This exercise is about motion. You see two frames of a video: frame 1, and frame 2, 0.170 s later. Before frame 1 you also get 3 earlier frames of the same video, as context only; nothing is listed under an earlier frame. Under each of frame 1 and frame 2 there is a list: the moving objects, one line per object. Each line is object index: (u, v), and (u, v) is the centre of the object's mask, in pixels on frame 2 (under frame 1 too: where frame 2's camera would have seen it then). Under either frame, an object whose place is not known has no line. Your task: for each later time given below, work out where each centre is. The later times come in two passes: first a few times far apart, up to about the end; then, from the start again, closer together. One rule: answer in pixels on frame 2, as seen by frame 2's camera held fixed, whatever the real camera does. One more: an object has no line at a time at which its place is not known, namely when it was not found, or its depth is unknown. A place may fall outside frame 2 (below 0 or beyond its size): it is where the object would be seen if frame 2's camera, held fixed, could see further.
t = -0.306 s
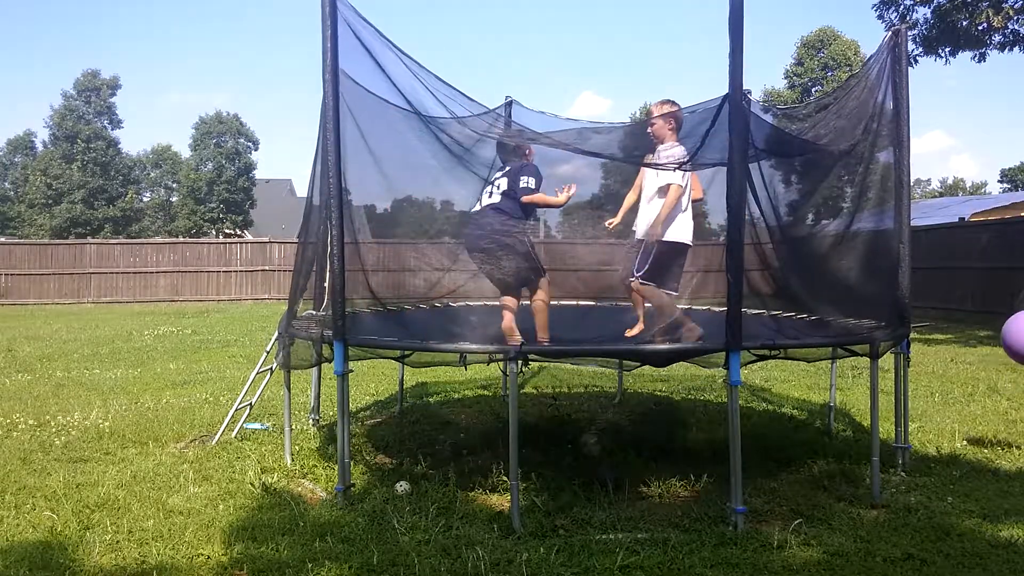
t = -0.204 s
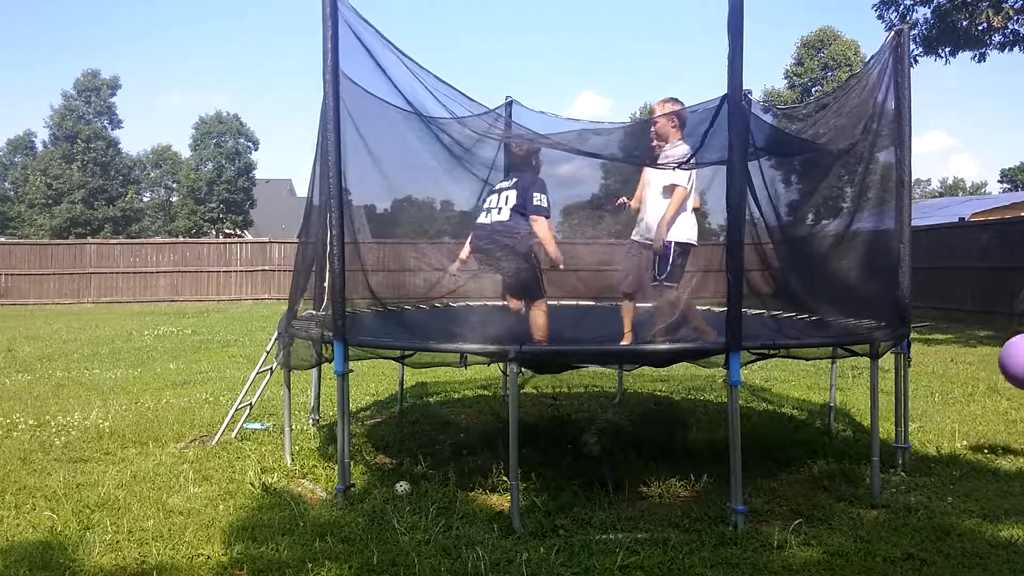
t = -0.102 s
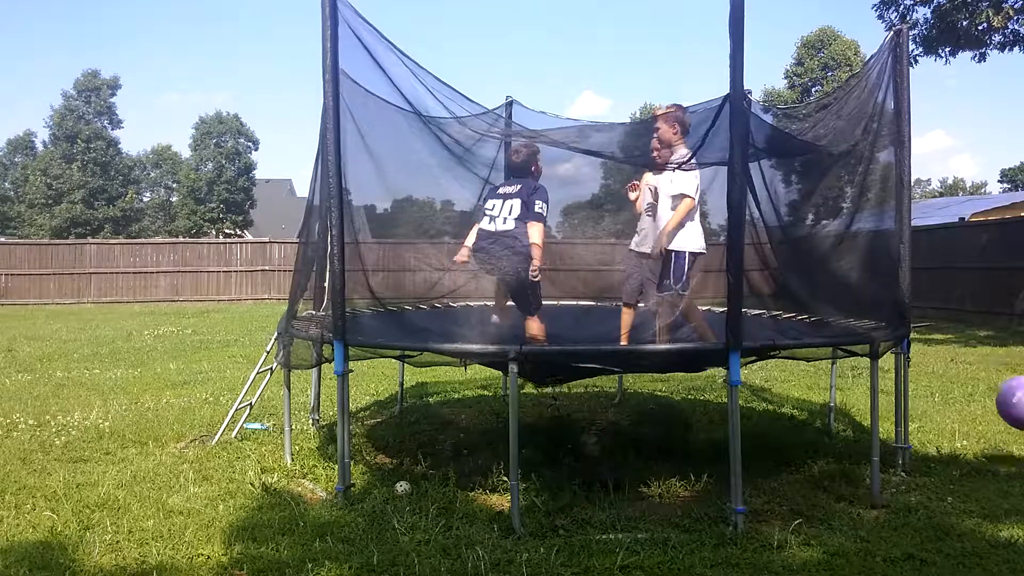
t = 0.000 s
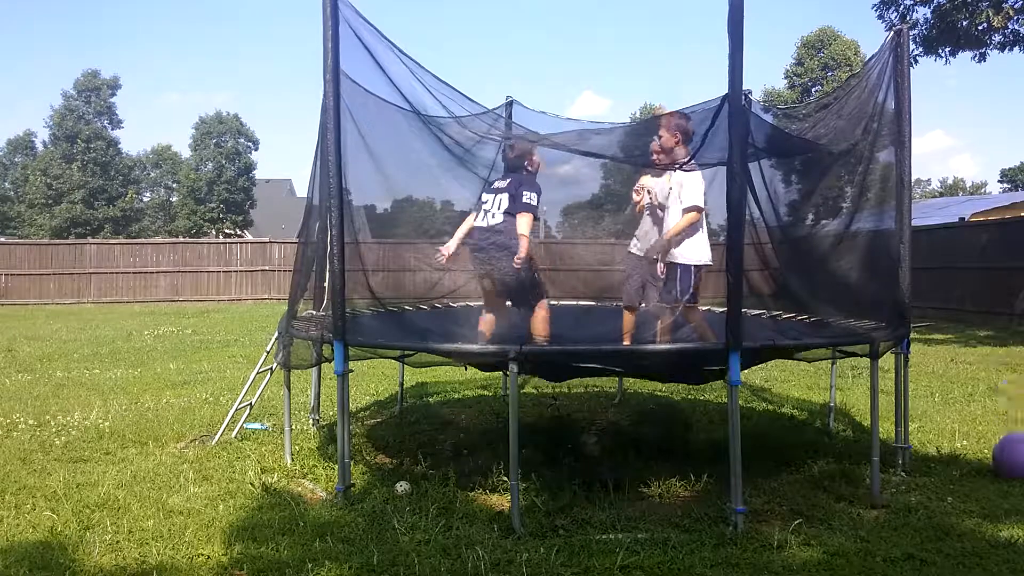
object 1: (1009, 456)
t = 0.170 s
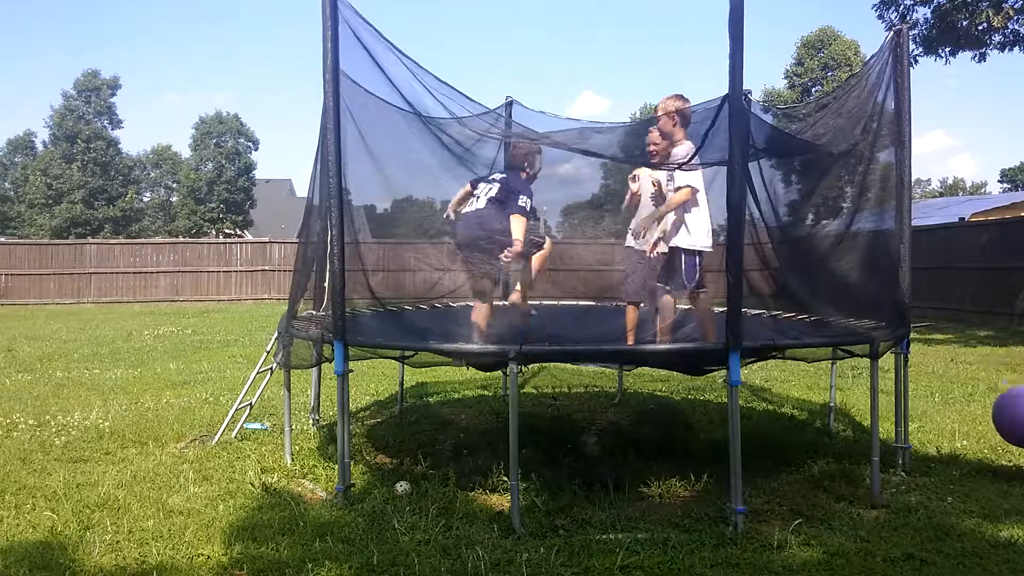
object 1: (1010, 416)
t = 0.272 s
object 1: (1009, 406)
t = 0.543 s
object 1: (1006, 465)
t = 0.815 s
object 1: (1000, 453)
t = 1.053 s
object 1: (993, 476)
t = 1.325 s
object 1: (984, 485)
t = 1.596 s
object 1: (975, 490)
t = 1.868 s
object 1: (971, 490)
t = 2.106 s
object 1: (973, 489)
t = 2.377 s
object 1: (975, 489)
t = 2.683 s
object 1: (975, 489)
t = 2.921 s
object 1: (975, 489)
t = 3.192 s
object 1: (976, 489)
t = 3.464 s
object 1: (976, 489)
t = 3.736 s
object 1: (975, 489)
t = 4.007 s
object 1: (975, 489)
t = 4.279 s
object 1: (976, 489)
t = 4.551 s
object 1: (976, 489)
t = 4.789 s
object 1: (976, 489)
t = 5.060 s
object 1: (976, 489)
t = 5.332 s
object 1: (976, 489)
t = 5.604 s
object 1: (976, 489)
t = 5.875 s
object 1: (976, 489)
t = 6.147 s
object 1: (976, 489)
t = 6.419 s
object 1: (976, 489)
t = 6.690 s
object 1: (976, 489)
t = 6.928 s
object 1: (976, 489)
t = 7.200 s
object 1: (976, 489)
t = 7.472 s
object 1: (976, 489)
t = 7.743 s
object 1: (976, 489)
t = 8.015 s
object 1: (976, 489)
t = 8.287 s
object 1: (976, 489)
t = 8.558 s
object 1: (976, 489)
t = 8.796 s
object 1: (976, 489)
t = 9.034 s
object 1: (976, 489)
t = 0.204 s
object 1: (1010, 410)
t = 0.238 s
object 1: (1010, 407)
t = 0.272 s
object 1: (1009, 406)
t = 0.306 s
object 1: (1009, 406)
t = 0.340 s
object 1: (1009, 409)
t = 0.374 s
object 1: (1008, 413)
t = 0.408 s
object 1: (1008, 419)
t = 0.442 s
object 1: (1008, 427)
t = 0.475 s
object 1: (1007, 438)
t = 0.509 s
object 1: (1007, 449)
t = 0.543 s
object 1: (1006, 465)
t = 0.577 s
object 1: (1007, 473)
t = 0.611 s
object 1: (1006, 468)
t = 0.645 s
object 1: (1005, 461)
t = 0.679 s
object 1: (1004, 456)
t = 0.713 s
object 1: (1003, 452)
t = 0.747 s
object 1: (1002, 451)
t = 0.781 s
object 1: (1001, 451)
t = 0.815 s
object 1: (1000, 453)
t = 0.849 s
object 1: (1000, 458)
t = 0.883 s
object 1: (998, 467)
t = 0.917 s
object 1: (996, 473)
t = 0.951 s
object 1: (995, 479)
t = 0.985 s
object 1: (995, 479)
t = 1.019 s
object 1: (994, 477)
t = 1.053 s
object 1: (993, 476)
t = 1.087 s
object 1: (992, 476)
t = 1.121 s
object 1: (991, 478)
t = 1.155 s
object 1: (990, 481)
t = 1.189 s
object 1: (988, 483)
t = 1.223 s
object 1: (986, 484)
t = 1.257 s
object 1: (985, 485)
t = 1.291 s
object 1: (984, 485)
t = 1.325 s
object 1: (984, 485)
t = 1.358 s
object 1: (982, 486)
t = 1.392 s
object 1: (981, 486)
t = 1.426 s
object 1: (979, 488)
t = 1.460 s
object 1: (979, 488)
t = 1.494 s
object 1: (978, 488)
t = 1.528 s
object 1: (978, 488)
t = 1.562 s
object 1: (976, 489)
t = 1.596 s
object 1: (975, 490)
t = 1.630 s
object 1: (974, 489)
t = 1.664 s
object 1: (972, 490)
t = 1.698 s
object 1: (972, 490)
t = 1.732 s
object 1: (971, 490)
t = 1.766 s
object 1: (971, 490)
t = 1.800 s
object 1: (971, 490)
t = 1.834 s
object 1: (971, 490)
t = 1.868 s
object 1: (971, 490)
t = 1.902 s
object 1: (971, 490)
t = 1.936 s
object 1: (971, 490)
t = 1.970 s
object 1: (971, 490)
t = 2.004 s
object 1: (971, 490)
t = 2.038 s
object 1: (972, 490)
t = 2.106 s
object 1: (973, 489)
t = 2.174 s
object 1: (973, 489)
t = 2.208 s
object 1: (973, 489)
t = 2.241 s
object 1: (974, 489)
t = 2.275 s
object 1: (975, 489)
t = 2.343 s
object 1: (975, 489)
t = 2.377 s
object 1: (975, 489)
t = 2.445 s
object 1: (975, 489)
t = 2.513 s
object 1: (975, 489)
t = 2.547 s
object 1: (975, 489)
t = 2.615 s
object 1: (975, 489)
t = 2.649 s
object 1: (975, 489)
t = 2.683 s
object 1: (975, 489)
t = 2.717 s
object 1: (975, 489)
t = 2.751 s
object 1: (975, 489)
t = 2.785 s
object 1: (975, 489)
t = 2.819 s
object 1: (975, 489)
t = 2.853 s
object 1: (975, 489)
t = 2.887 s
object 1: (975, 489)
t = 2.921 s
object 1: (975, 489)
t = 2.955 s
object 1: (975, 489)
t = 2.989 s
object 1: (975, 489)
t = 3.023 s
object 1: (975, 489)
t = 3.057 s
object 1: (975, 489)
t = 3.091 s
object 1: (975, 489)
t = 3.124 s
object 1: (976, 489)
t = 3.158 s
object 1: (976, 489)
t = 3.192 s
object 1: (976, 489)
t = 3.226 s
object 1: (976, 489)
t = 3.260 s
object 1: (976, 489)
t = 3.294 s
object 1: (976, 489)
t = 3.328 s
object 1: (976, 489)
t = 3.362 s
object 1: (976, 489)
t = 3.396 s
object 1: (976, 489)
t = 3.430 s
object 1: (976, 489)
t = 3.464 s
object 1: (976, 489)
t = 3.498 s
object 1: (976, 489)
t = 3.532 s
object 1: (976, 489)
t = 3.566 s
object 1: (976, 489)
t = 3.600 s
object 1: (976, 489)
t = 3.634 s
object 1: (976, 489)
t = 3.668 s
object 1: (976, 489)
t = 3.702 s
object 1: (976, 489)
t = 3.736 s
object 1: (975, 489)
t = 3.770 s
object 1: (976, 489)
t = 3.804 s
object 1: (975, 489)
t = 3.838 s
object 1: (975, 489)
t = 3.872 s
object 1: (975, 489)
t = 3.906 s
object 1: (975, 489)
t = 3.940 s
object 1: (975, 489)
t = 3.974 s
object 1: (975, 489)
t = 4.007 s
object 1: (975, 489)
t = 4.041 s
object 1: (975, 489)
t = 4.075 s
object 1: (975, 489)
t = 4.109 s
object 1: (975, 489)
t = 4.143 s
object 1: (975, 489)
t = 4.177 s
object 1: (975, 489)
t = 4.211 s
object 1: (976, 489)
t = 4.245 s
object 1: (976, 489)
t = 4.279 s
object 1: (976, 489)
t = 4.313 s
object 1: (976, 489)
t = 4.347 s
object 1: (976, 489)
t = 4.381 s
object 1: (976, 489)
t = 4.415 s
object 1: (976, 489)
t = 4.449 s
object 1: (976, 489)
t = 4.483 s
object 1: (976, 489)
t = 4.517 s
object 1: (976, 489)
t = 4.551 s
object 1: (976, 489)
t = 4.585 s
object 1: (976, 489)
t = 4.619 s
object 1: (976, 489)
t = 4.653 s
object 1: (976, 489)
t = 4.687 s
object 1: (976, 489)
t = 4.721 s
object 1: (976, 489)
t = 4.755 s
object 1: (976, 489)
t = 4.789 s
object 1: (976, 489)
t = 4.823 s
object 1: (976, 489)
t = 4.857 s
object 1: (976, 489)
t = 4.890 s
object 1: (976, 489)
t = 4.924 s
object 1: (976, 489)
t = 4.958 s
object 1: (976, 489)
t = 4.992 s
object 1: (976, 489)
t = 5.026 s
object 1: (976, 489)
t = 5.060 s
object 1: (976, 489)
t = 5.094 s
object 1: (976, 489)
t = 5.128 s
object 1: (976, 489)
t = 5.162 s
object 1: (976, 489)
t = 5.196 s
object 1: (976, 489)
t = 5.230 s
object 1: (976, 489)
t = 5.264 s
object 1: (976, 489)
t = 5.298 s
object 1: (976, 489)
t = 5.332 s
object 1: (976, 489)
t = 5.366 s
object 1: (976, 489)
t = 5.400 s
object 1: (976, 489)
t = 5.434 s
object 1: (976, 489)
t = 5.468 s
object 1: (976, 489)
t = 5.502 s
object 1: (976, 489)
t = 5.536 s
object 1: (976, 489)
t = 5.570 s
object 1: (976, 489)
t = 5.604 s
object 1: (976, 489)
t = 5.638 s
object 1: (976, 489)
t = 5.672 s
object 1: (976, 489)
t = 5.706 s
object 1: (976, 489)
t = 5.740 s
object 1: (976, 489)
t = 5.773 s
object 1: (976, 489)
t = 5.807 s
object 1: (976, 489)
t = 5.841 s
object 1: (976, 489)
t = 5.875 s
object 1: (976, 489)
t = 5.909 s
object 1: (976, 489)
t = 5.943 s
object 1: (976, 489)
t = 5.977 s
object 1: (976, 489)
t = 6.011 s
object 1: (976, 489)
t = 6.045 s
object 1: (976, 489)
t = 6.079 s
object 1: (976, 489)
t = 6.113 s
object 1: (976, 489)
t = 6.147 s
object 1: (976, 489)
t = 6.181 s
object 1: (976, 489)
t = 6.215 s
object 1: (976, 489)
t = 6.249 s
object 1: (976, 489)
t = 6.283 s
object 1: (976, 489)
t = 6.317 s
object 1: (976, 489)
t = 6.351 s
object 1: (975, 489)
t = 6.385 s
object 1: (976, 489)
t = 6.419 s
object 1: (976, 489)
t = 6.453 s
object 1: (976, 489)
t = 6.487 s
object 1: (976, 489)
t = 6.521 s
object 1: (976, 489)
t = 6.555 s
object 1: (976, 489)
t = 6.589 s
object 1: (976, 489)
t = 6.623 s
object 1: (976, 489)
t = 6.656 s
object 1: (976, 489)
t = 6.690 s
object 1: (976, 489)
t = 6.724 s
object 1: (976, 489)
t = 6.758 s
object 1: (976, 489)
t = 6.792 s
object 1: (976, 489)
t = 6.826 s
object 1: (976, 489)
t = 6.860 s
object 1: (976, 489)
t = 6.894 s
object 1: (976, 489)
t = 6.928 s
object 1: (976, 489)
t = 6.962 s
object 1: (976, 489)
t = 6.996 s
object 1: (976, 489)
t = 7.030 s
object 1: (976, 489)
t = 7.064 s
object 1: (976, 489)
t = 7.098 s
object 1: (976, 489)
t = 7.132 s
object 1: (976, 489)
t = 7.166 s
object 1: (976, 489)
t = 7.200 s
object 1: (976, 489)
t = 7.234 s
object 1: (976, 489)
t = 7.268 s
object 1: (976, 489)
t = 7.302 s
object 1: (976, 489)
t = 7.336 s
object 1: (976, 489)
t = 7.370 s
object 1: (976, 489)
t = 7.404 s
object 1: (976, 489)
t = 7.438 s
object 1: (976, 489)
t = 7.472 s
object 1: (976, 489)
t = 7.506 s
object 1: (976, 489)
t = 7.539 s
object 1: (976, 489)
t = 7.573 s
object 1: (976, 489)
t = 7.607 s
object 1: (976, 489)
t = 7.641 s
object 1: (976, 489)
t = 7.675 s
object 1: (976, 489)
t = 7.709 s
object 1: (976, 489)
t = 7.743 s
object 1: (976, 489)
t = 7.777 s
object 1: (976, 489)
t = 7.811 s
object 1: (976, 489)
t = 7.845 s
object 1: (976, 489)
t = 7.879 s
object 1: (976, 489)
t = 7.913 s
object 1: (976, 489)
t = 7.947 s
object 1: (976, 489)
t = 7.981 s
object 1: (976, 489)
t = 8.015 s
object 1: (976, 489)
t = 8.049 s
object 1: (976, 489)
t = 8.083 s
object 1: (976, 489)
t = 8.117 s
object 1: (975, 489)
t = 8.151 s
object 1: (975, 489)
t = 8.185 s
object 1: (976, 489)
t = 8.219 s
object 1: (976, 489)
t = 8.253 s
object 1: (976, 489)
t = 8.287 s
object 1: (976, 489)
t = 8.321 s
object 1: (976, 489)
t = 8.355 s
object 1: (976, 489)
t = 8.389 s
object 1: (976, 489)
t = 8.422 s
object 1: (976, 489)
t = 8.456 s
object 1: (976, 489)
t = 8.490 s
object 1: (976, 489)
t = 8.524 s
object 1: (976, 489)
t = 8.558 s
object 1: (976, 489)
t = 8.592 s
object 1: (976, 489)
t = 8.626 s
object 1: (976, 489)
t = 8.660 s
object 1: (976, 489)
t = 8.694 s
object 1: (976, 489)
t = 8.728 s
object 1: (976, 489)
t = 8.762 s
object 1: (976, 489)
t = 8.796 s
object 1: (976, 489)
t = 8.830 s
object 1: (976, 489)
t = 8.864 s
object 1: (976, 489)
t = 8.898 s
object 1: (976, 489)
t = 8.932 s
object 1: (976, 489)
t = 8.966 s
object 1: (976, 489)
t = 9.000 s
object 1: (976, 489)
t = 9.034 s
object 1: (976, 489)
